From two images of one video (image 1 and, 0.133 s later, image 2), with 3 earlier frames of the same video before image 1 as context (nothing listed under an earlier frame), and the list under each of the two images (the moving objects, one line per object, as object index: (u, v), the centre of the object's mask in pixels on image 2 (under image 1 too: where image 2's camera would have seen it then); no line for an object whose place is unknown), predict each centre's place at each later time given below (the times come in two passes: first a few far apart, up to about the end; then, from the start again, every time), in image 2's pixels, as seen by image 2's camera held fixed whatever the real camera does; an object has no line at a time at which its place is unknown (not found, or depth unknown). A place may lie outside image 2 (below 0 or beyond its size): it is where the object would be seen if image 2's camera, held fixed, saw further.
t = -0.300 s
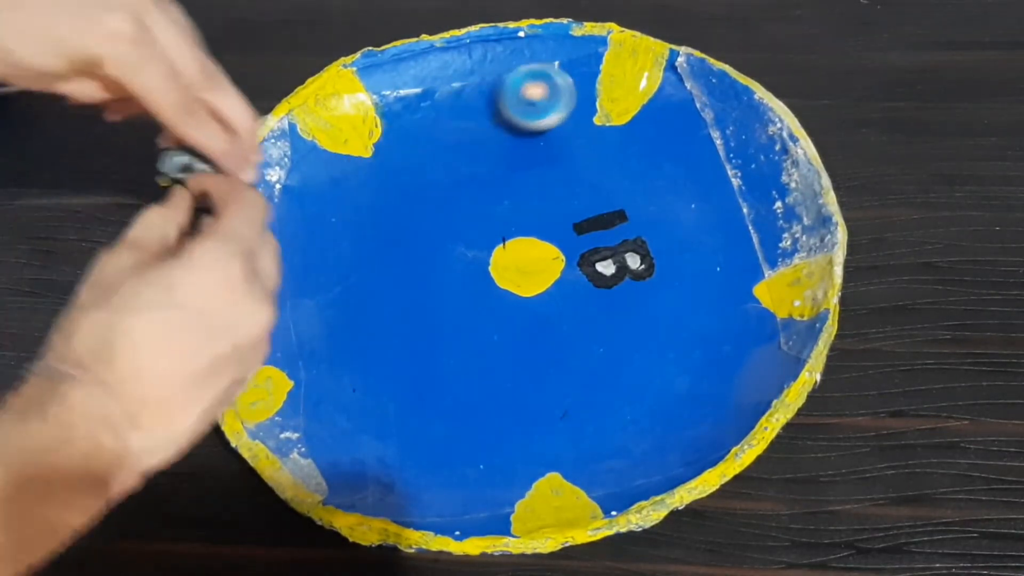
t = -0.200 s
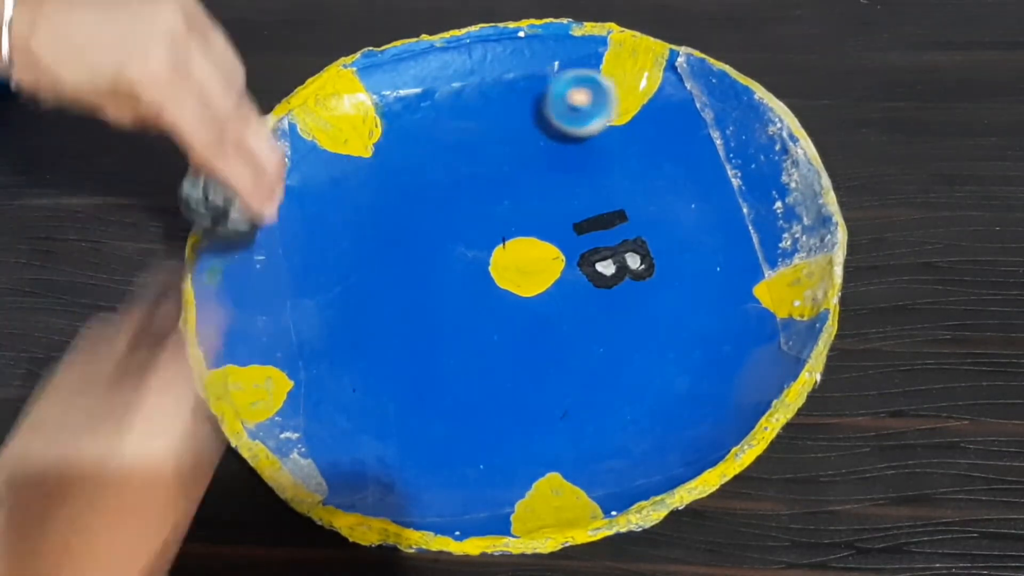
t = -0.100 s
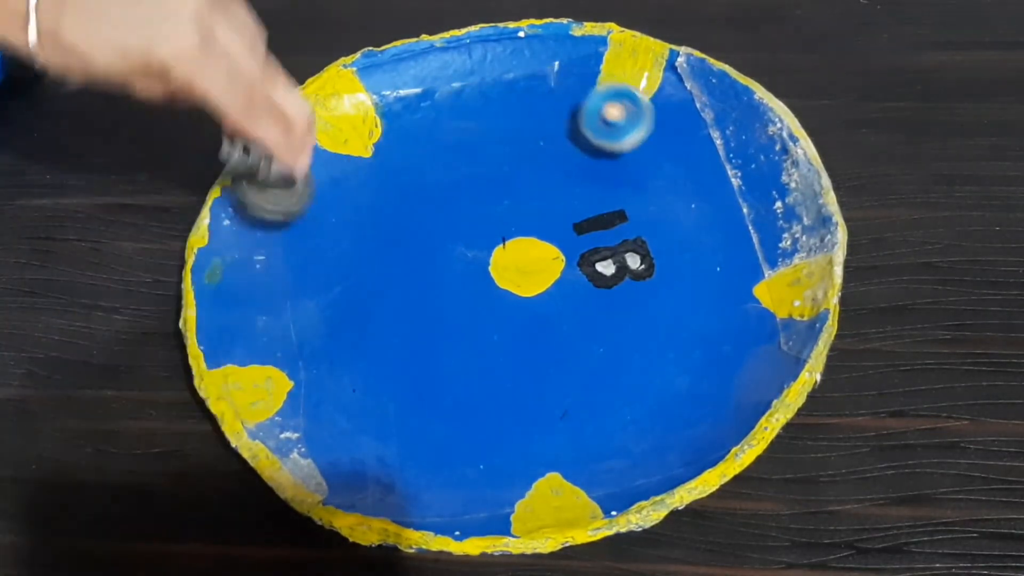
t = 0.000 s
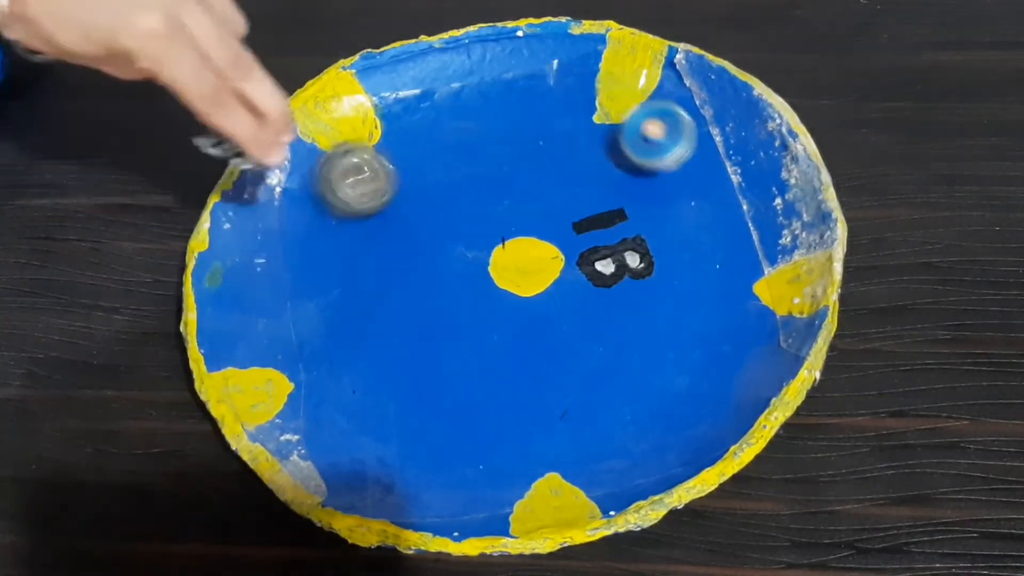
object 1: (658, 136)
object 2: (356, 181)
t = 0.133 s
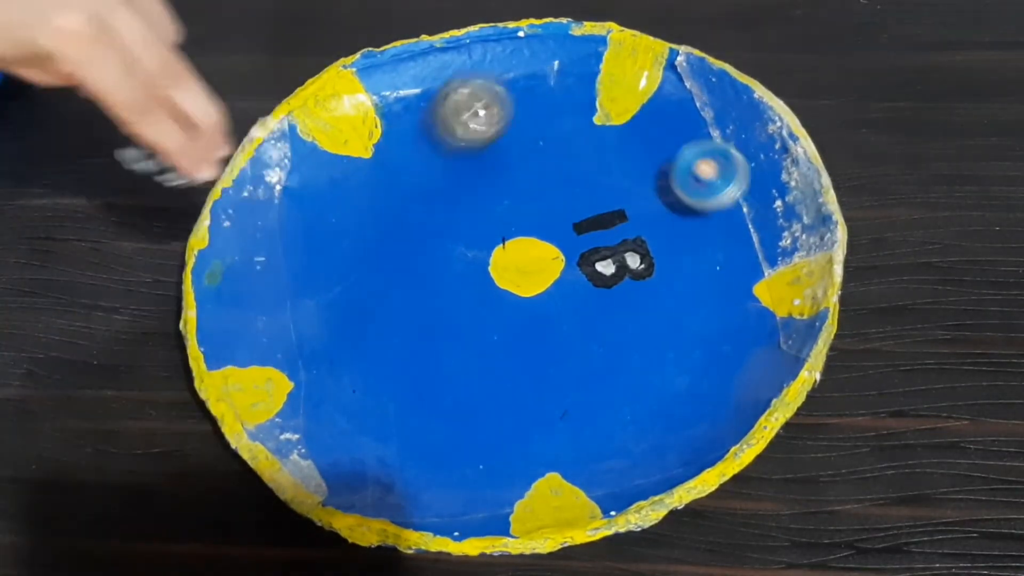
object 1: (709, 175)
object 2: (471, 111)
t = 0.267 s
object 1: (749, 217)
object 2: (550, 66)
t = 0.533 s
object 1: (730, 269)
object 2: (654, 129)
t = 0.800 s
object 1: (640, 382)
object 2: (751, 202)
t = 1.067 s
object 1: (533, 443)
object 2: (739, 300)
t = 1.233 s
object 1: (474, 431)
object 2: (684, 367)
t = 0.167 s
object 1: (722, 186)
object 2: (498, 93)
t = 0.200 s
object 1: (733, 198)
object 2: (521, 78)
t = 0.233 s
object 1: (742, 209)
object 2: (537, 71)
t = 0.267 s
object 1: (749, 217)
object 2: (550, 66)
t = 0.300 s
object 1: (756, 224)
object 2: (554, 67)
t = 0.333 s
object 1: (756, 230)
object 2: (556, 74)
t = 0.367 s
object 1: (755, 239)
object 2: (562, 84)
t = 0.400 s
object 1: (755, 247)
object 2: (572, 94)
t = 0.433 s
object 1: (754, 254)
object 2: (586, 103)
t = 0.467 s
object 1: (748, 258)
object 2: (606, 112)
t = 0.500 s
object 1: (741, 264)
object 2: (630, 121)
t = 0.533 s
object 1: (730, 269)
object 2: (654, 129)
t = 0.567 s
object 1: (719, 275)
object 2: (682, 135)
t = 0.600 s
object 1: (709, 285)
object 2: (704, 142)
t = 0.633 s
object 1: (698, 298)
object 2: (719, 151)
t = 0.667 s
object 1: (685, 314)
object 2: (731, 159)
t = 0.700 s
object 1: (673, 333)
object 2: (740, 169)
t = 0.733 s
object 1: (665, 349)
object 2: (743, 180)
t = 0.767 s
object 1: (653, 367)
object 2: (746, 190)
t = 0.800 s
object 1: (640, 382)
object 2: (751, 202)
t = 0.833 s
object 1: (624, 398)
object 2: (754, 215)
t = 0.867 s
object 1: (608, 414)
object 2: (757, 225)
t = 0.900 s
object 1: (595, 429)
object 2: (756, 236)
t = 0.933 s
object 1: (582, 438)
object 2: (753, 247)
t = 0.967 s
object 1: (570, 443)
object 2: (751, 259)
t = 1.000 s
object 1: (558, 445)
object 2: (749, 273)
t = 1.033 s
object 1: (546, 445)
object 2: (745, 286)
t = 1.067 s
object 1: (533, 443)
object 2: (739, 300)
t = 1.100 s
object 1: (522, 441)
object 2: (730, 313)
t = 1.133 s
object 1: (509, 438)
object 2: (722, 325)
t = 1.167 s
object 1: (498, 435)
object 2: (713, 337)
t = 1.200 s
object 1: (487, 433)
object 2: (700, 351)
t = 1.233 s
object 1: (474, 431)
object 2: (684, 367)
